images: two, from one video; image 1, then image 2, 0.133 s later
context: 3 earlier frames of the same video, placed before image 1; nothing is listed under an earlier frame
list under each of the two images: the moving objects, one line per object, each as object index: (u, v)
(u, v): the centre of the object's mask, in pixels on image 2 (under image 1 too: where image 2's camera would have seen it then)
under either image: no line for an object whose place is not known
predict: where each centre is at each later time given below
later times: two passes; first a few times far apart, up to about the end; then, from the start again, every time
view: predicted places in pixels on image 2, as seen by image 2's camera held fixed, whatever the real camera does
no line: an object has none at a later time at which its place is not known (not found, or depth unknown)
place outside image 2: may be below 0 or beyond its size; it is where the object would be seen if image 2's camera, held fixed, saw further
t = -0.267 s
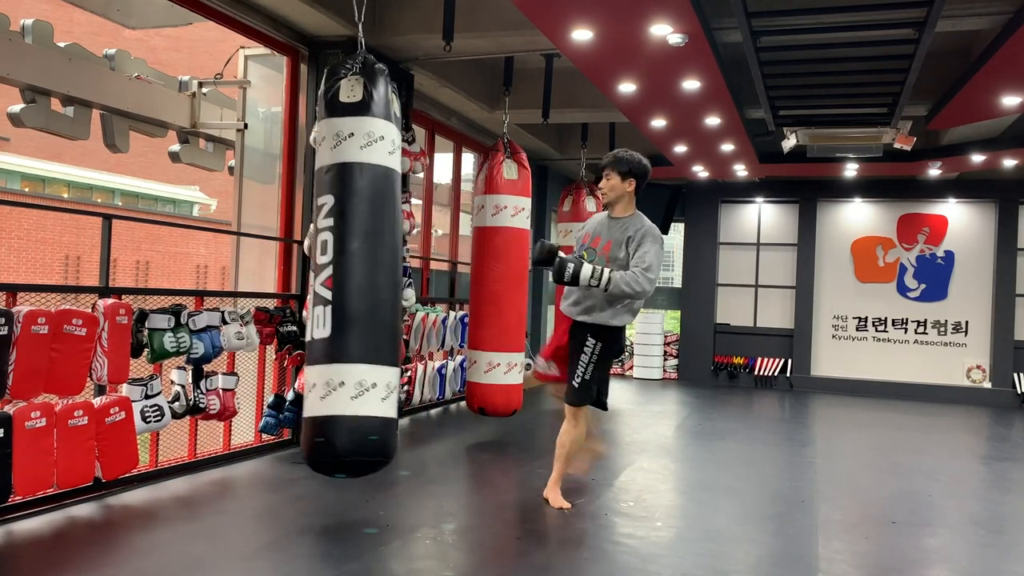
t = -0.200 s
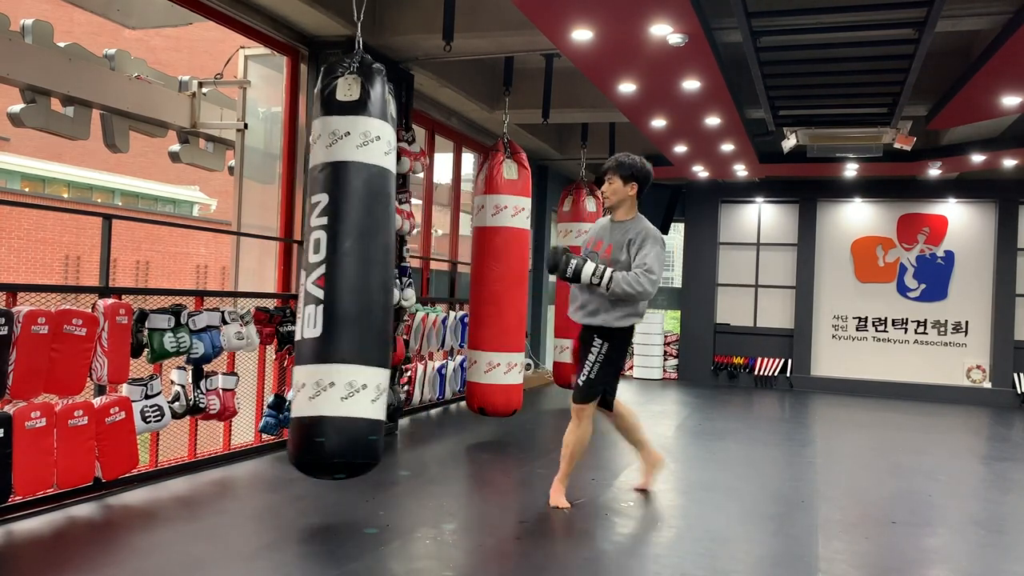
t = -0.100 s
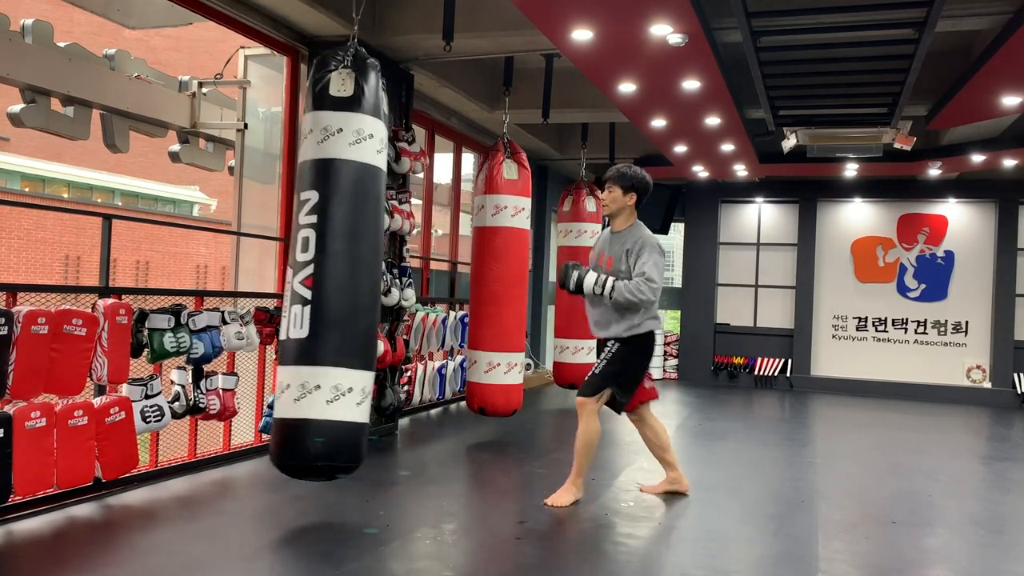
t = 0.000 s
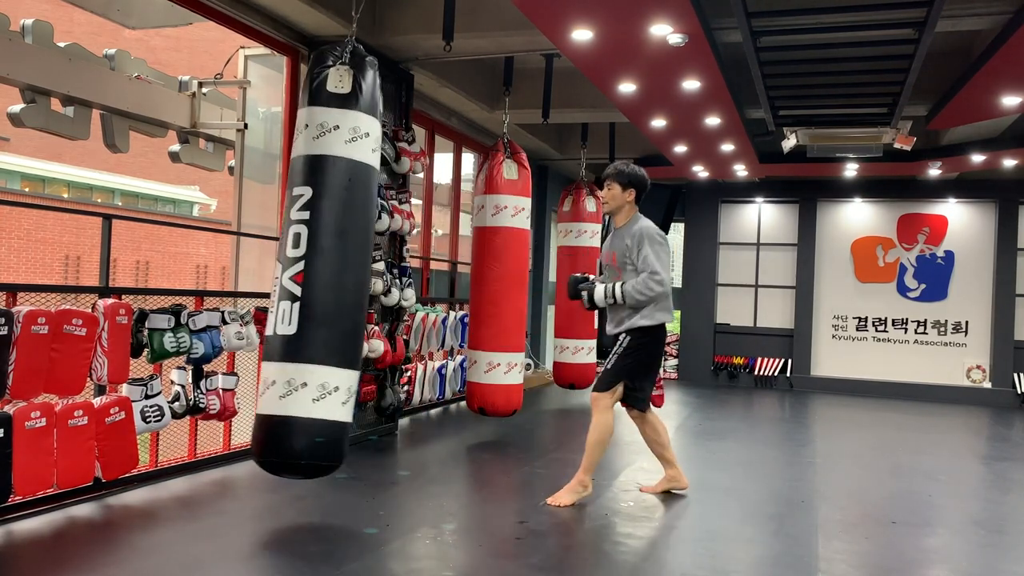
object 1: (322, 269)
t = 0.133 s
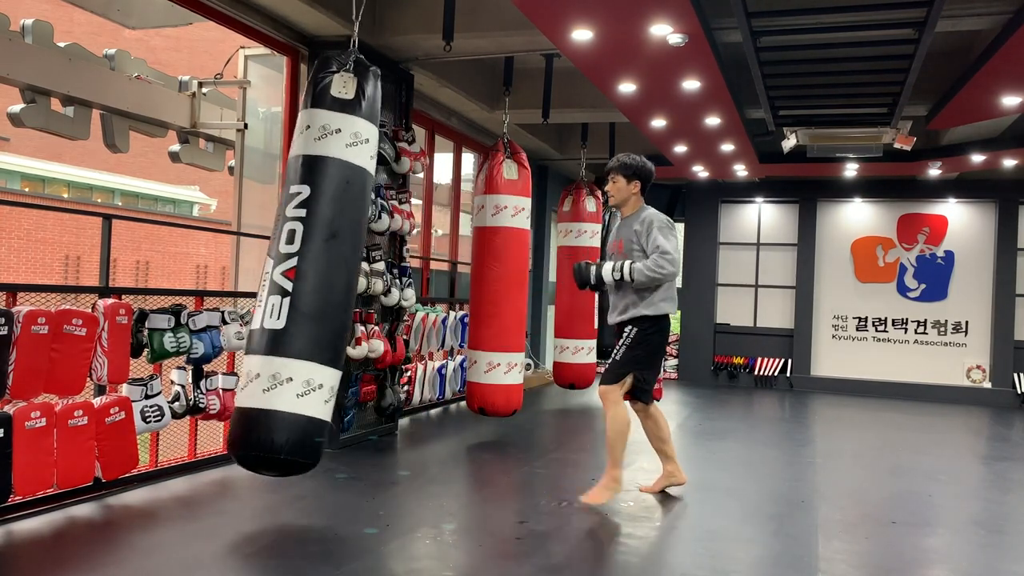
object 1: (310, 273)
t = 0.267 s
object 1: (303, 272)
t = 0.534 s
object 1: (304, 268)
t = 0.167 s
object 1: (308, 272)
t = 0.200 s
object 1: (306, 272)
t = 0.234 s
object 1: (304, 272)
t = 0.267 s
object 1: (303, 272)
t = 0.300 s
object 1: (301, 271)
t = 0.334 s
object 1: (300, 270)
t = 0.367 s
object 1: (300, 268)
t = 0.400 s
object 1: (300, 266)
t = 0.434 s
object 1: (301, 266)
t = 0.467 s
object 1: (301, 266)
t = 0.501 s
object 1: (302, 268)
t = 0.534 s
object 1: (304, 268)
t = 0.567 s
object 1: (306, 268)
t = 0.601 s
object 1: (309, 268)
